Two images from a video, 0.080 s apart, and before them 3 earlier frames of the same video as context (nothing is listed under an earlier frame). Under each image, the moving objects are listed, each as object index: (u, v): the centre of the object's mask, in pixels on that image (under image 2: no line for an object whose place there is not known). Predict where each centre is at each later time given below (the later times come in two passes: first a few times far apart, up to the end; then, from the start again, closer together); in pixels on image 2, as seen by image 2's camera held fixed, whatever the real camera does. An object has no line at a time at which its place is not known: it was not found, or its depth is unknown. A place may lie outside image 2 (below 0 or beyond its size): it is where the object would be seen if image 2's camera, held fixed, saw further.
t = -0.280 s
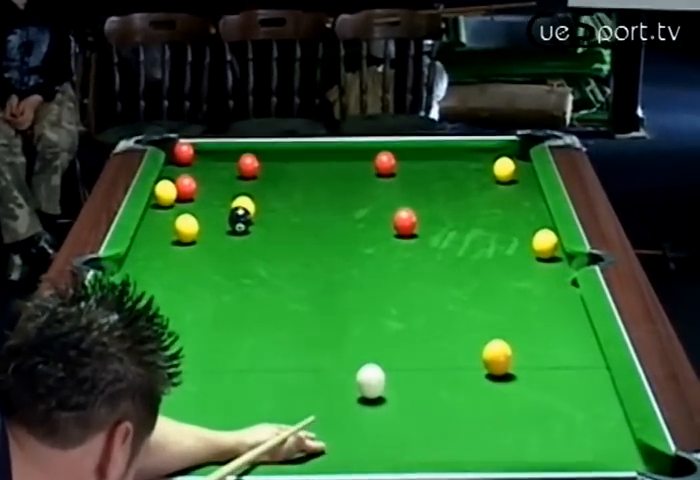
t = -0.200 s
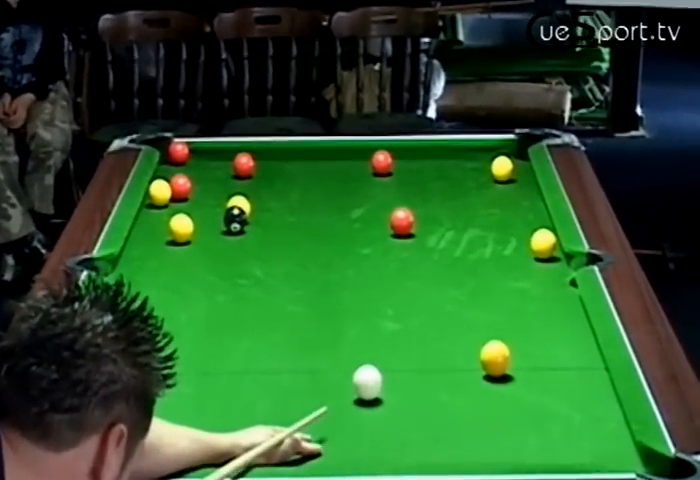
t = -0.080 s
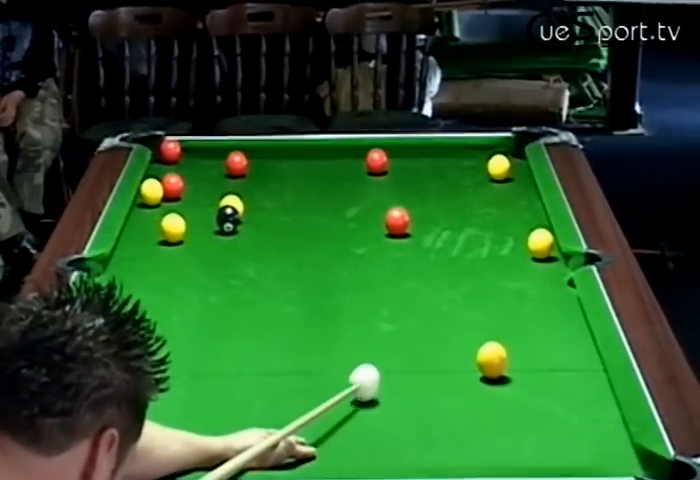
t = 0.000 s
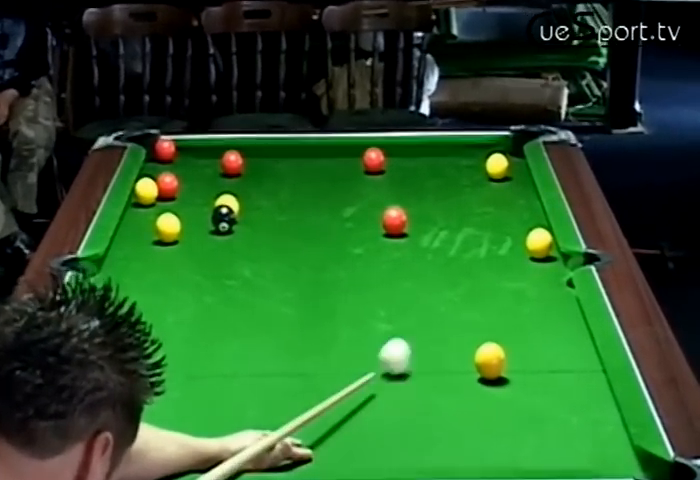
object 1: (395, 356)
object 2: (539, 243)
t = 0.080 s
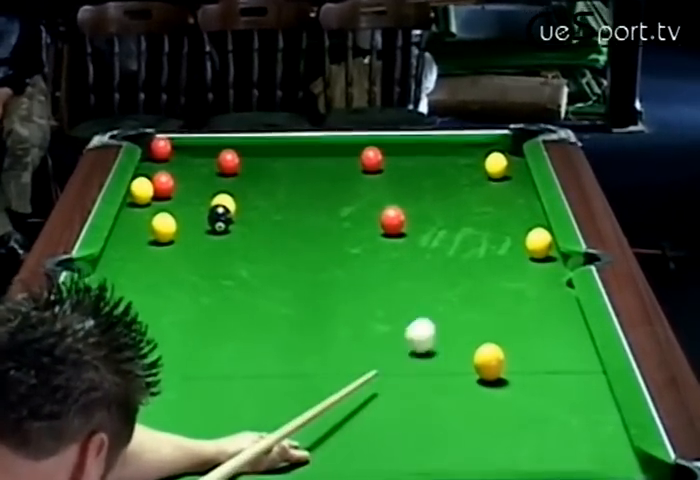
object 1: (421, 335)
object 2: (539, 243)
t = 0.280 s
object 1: (479, 288)
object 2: (540, 243)
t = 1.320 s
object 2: (407, 196)
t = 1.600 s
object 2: (368, 187)
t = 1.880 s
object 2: (332, 177)
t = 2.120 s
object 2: (305, 170)
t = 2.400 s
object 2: (276, 164)
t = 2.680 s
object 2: (250, 158)
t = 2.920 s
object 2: (242, 152)
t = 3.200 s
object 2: (236, 148)
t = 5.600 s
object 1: (493, 198)
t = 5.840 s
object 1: (491, 199)
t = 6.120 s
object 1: (489, 199)
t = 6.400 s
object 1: (489, 200)
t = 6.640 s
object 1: (487, 201)
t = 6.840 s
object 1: (486, 201)
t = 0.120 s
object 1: (433, 325)
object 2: (539, 243)
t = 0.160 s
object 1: (446, 315)
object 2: (539, 243)
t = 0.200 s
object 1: (456, 306)
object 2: (539, 243)
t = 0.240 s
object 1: (468, 297)
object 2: (539, 243)
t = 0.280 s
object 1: (479, 288)
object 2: (540, 243)
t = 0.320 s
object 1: (490, 280)
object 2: (540, 243)
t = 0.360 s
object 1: (500, 272)
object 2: (540, 243)
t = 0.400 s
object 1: (510, 264)
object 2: (541, 243)
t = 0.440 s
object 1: (520, 256)
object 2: (541, 242)
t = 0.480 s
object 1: (526, 251)
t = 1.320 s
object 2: (407, 196)
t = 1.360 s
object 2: (401, 194)
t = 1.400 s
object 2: (395, 192)
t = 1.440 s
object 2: (389, 191)
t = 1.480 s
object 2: (384, 190)
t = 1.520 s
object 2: (378, 190)
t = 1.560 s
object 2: (373, 188)
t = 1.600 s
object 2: (368, 187)
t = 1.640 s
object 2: (362, 185)
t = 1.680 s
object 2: (357, 184)
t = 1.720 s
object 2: (352, 183)
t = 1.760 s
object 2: (347, 181)
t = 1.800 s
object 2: (342, 180)
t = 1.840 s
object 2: (337, 179)
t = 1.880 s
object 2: (332, 177)
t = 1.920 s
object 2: (328, 176)
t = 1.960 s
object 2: (323, 175)
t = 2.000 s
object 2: (319, 174)
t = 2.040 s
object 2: (314, 172)
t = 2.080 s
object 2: (310, 171)
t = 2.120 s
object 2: (305, 170)
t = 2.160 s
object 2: (301, 169)
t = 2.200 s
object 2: (297, 168)
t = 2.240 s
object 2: (292, 167)
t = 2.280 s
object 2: (288, 166)
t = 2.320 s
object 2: (284, 166)
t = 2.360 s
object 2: (280, 165)
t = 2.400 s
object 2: (276, 164)
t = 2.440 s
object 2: (272, 163)
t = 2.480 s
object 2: (268, 162)
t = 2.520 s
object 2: (265, 161)
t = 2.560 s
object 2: (261, 160)
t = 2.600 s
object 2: (257, 160)
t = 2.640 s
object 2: (254, 159)
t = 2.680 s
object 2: (250, 158)
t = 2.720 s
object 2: (248, 157)
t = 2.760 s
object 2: (246, 156)
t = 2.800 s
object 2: (245, 155)
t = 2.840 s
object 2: (244, 154)
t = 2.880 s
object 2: (243, 153)
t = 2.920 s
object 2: (242, 152)
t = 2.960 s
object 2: (241, 152)
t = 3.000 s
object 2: (240, 151)
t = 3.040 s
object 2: (239, 150)
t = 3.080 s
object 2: (238, 150)
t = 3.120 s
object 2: (238, 149)
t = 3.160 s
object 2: (237, 148)
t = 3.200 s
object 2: (236, 148)
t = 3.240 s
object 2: (235, 147)
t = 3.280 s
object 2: (234, 146)
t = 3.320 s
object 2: (234, 146)
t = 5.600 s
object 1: (493, 198)
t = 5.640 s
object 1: (492, 198)
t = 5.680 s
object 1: (492, 198)
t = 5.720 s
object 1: (492, 198)
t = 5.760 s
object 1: (491, 198)
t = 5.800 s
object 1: (491, 199)
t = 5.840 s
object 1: (491, 199)
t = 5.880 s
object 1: (491, 199)
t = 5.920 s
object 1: (490, 199)
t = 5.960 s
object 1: (490, 199)
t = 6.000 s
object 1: (490, 199)
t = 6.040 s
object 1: (490, 199)
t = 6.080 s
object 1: (489, 199)
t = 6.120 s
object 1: (489, 199)
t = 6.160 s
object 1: (489, 199)
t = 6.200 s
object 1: (489, 199)
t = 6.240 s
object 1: (489, 200)
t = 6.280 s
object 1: (489, 199)
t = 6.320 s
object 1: (489, 199)
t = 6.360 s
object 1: (489, 199)
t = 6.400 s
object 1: (489, 200)
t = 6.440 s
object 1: (487, 200)
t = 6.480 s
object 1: (488, 200)
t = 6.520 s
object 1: (488, 200)
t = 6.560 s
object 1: (488, 200)
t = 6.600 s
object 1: (487, 200)
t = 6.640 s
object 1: (487, 201)
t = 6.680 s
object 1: (486, 201)
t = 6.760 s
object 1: (486, 201)
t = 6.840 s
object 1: (486, 201)
